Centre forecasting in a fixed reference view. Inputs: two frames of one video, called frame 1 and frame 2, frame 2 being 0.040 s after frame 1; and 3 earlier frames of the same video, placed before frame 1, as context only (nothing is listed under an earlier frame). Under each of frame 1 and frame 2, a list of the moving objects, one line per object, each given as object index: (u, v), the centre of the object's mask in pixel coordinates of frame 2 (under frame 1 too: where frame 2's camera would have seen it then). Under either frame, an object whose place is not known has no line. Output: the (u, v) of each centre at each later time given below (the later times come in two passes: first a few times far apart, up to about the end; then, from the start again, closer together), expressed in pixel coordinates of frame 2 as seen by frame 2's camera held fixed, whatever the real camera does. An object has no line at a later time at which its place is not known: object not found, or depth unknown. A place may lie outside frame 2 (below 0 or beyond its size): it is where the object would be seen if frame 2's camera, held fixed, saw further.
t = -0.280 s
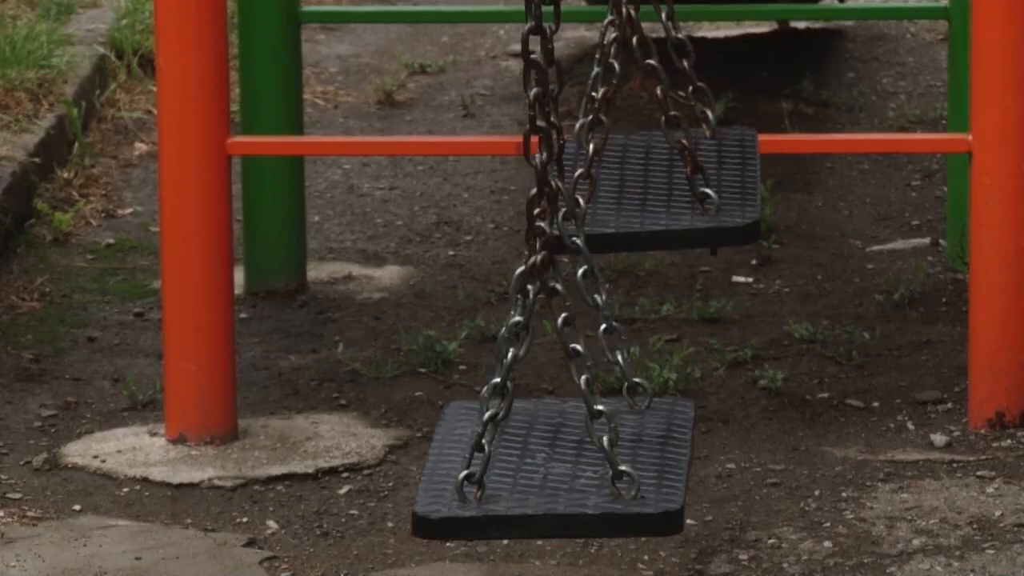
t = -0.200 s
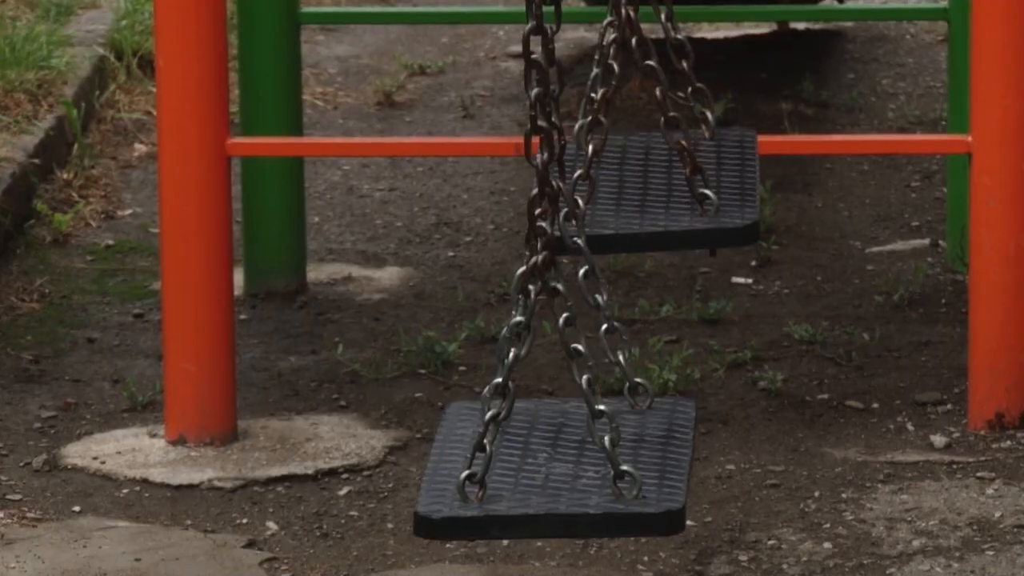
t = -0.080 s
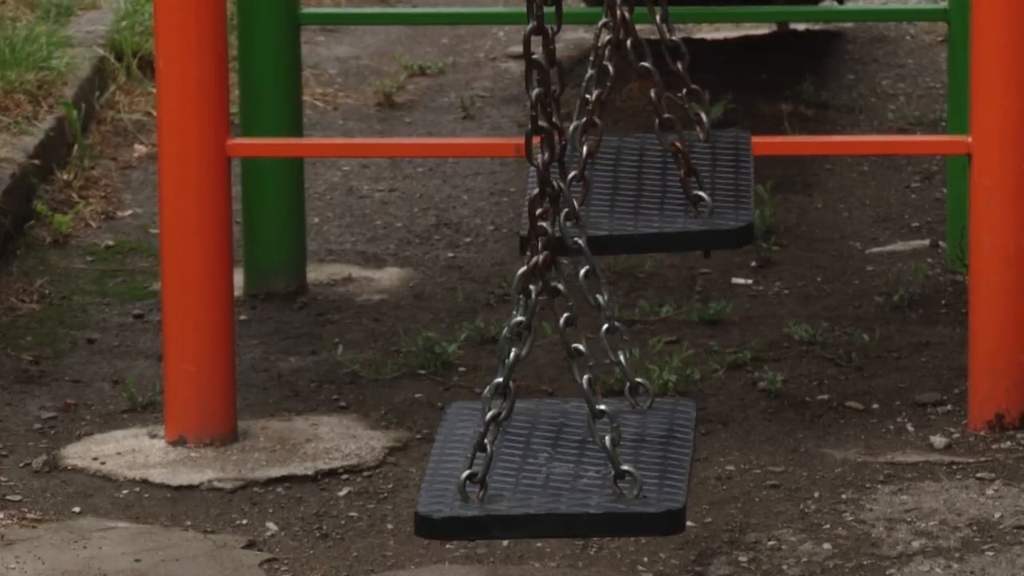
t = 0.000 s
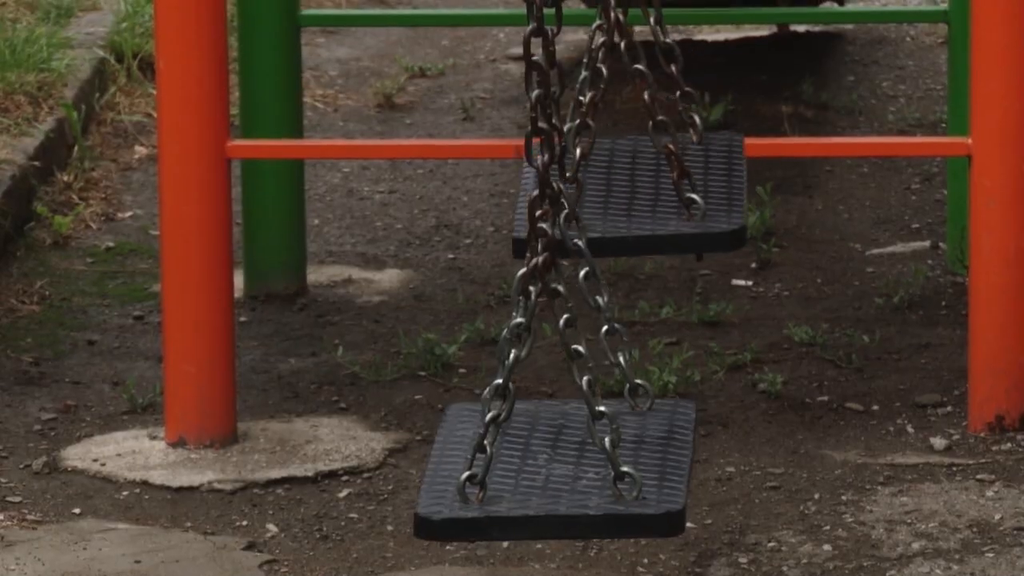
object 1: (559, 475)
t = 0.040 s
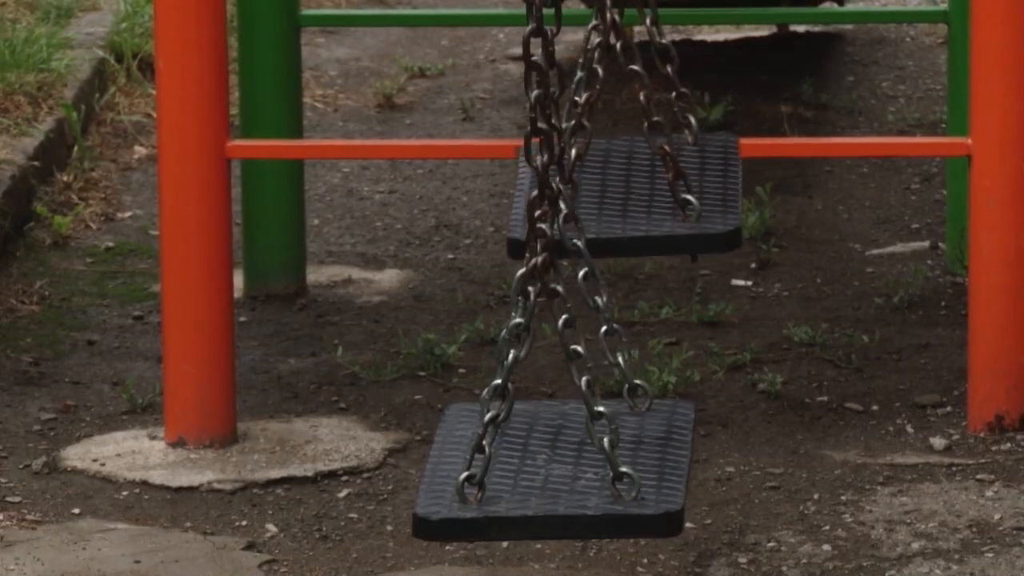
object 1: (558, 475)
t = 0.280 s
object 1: (550, 478)
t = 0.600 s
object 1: (532, 487)
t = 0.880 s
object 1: (517, 493)
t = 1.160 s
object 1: (510, 496)
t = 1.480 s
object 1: (517, 494)
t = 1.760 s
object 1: (534, 489)
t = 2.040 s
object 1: (551, 481)
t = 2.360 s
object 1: (563, 475)
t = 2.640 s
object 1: (561, 476)
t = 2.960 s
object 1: (547, 481)
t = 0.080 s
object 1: (557, 475)
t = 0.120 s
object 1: (556, 475)
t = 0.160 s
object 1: (555, 476)
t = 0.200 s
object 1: (554, 477)
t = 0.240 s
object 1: (552, 477)
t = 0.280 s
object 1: (550, 478)
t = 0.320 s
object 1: (548, 479)
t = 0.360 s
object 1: (546, 480)
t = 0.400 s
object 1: (544, 481)
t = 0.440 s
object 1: (542, 482)
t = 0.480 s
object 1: (540, 483)
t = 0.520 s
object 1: (537, 485)
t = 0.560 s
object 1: (535, 485)
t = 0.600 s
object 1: (532, 487)
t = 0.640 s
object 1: (530, 488)
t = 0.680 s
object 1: (527, 489)
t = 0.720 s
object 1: (525, 490)
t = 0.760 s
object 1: (523, 491)
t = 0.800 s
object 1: (520, 491)
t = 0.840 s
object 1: (519, 493)
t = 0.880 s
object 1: (517, 493)
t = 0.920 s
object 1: (516, 494)
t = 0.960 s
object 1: (514, 495)
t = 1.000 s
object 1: (513, 496)
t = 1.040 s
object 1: (512, 496)
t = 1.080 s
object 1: (511, 497)
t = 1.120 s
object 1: (511, 497)
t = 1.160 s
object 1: (510, 496)
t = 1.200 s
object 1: (511, 497)
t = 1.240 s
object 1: (511, 496)
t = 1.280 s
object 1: (511, 496)
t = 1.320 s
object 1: (512, 496)
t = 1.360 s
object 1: (513, 494)
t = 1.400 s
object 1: (514, 495)
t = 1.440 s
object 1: (516, 494)
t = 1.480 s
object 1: (517, 494)
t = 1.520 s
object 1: (520, 494)
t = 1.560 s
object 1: (522, 493)
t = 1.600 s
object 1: (524, 492)
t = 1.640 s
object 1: (527, 492)
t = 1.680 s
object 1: (529, 491)
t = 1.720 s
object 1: (532, 490)
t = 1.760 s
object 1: (534, 489)
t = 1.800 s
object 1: (536, 487)
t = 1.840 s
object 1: (538, 486)
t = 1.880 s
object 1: (542, 486)
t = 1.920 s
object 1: (544, 484)
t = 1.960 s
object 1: (546, 483)
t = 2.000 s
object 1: (549, 482)
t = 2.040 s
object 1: (551, 481)
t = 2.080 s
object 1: (553, 479)
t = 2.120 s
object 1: (555, 479)
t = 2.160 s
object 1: (556, 478)
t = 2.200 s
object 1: (558, 477)
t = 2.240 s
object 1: (560, 476)
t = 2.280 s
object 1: (561, 476)
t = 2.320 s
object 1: (562, 475)
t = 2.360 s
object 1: (563, 475)
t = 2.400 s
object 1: (563, 475)
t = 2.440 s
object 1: (563, 475)
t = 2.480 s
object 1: (563, 475)
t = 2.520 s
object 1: (563, 475)
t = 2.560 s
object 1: (563, 475)
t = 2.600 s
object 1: (562, 476)
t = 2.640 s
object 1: (561, 476)
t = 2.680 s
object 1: (560, 477)
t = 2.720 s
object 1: (558, 478)
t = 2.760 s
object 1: (556, 478)
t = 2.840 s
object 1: (554, 480)
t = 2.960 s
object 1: (547, 481)
